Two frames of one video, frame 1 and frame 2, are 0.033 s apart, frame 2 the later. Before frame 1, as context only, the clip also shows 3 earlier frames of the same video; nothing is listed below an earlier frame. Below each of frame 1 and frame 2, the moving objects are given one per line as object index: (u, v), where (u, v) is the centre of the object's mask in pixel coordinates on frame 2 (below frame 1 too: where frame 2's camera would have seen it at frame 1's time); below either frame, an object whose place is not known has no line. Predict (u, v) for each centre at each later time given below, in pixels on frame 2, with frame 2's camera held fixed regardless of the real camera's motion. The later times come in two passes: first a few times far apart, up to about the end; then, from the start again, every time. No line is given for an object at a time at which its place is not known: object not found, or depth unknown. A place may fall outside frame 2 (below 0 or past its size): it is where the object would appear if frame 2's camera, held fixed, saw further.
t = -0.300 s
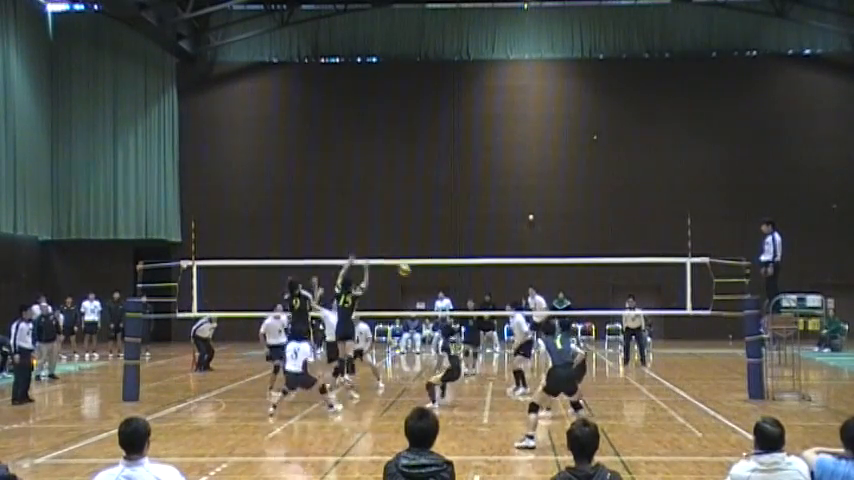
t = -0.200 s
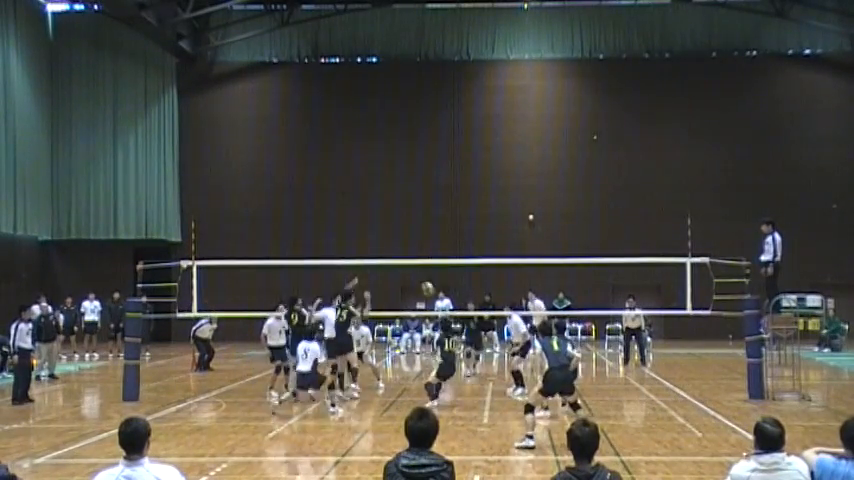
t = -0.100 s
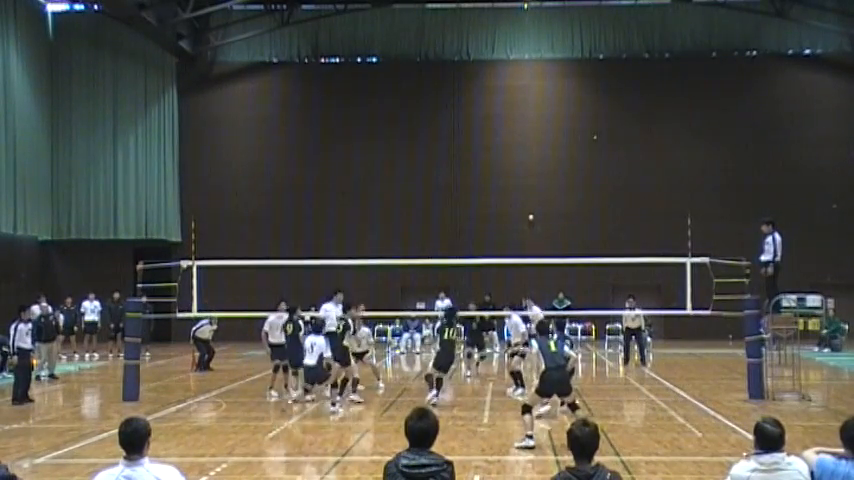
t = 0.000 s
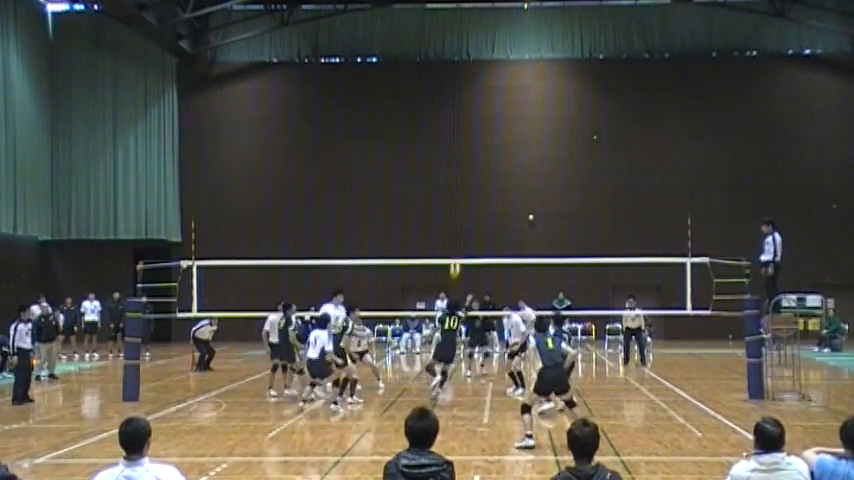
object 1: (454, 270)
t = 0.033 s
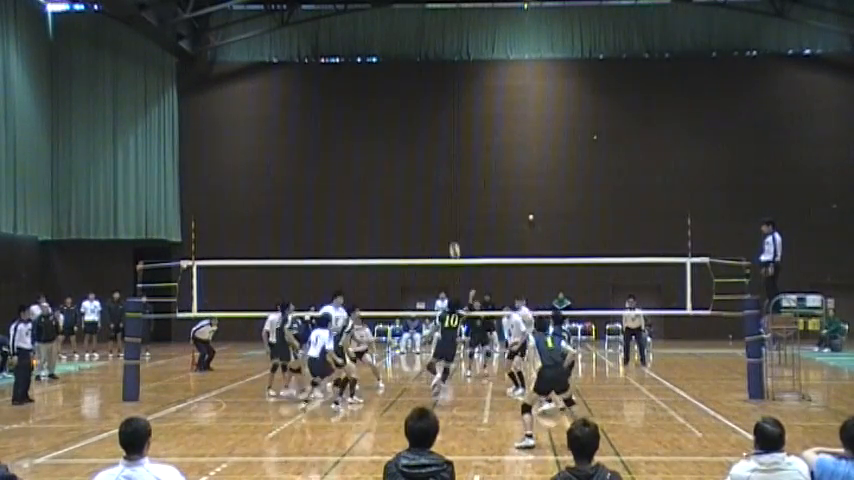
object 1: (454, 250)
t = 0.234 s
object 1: (452, 155)
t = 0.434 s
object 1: (449, 83)
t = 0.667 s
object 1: (445, 28)
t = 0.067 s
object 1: (454, 234)
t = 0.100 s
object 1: (454, 217)
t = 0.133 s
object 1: (453, 201)
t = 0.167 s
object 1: (452, 184)
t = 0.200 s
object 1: (452, 169)
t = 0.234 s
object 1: (452, 155)
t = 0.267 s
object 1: (451, 141)
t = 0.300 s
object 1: (451, 129)
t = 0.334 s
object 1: (451, 117)
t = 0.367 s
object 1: (450, 104)
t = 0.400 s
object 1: (449, 93)
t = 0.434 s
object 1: (449, 83)
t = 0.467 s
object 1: (448, 73)
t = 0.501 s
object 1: (447, 65)
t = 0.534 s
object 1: (447, 56)
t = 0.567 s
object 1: (446, 49)
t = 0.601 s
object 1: (446, 40)
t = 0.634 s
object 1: (445, 34)
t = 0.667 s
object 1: (445, 28)
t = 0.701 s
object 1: (444, 23)
